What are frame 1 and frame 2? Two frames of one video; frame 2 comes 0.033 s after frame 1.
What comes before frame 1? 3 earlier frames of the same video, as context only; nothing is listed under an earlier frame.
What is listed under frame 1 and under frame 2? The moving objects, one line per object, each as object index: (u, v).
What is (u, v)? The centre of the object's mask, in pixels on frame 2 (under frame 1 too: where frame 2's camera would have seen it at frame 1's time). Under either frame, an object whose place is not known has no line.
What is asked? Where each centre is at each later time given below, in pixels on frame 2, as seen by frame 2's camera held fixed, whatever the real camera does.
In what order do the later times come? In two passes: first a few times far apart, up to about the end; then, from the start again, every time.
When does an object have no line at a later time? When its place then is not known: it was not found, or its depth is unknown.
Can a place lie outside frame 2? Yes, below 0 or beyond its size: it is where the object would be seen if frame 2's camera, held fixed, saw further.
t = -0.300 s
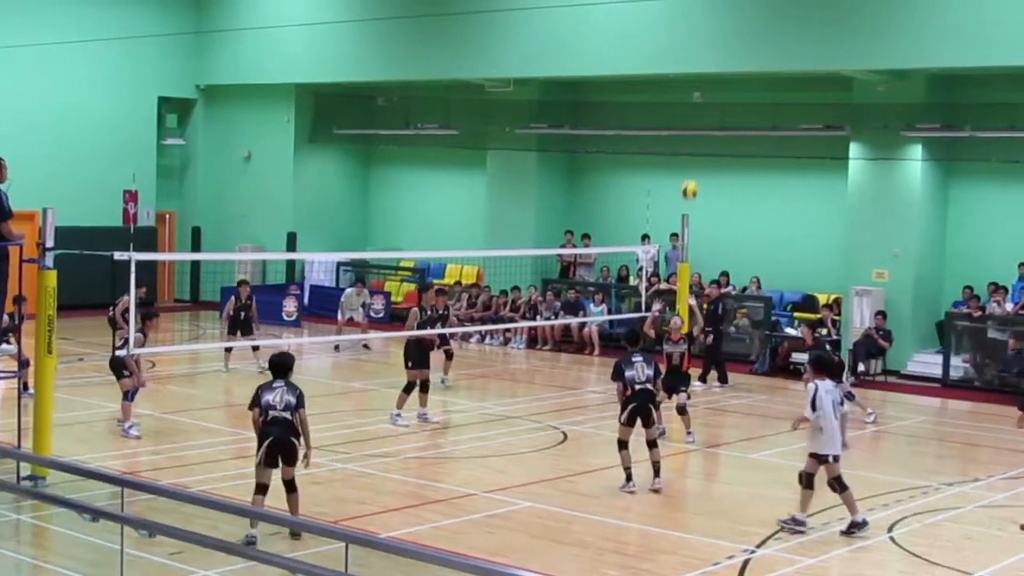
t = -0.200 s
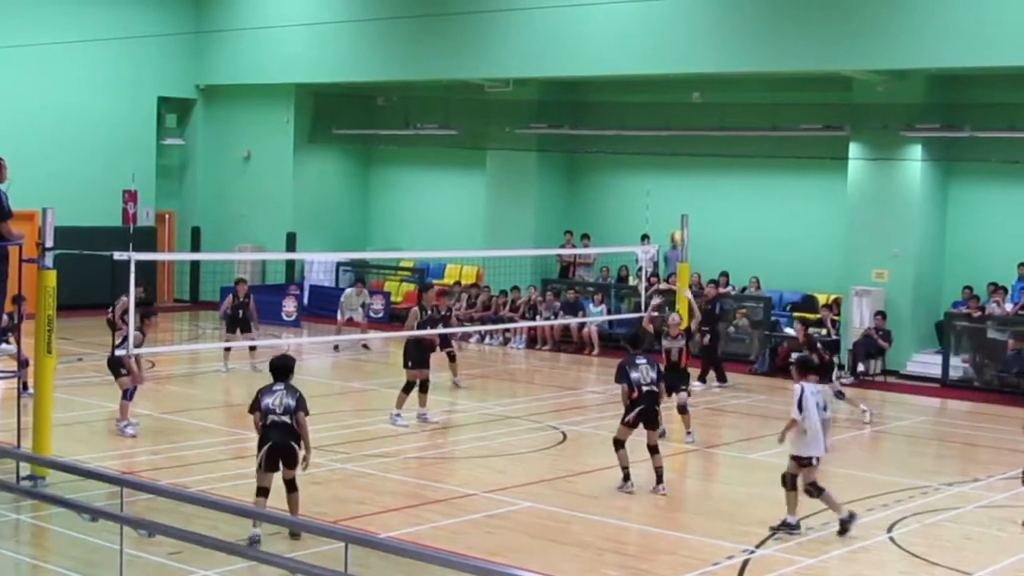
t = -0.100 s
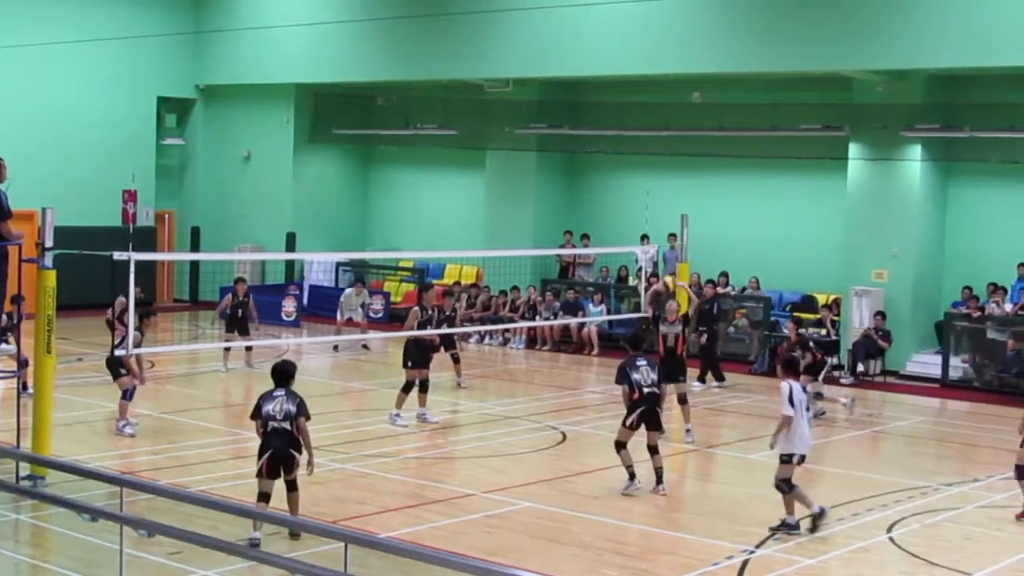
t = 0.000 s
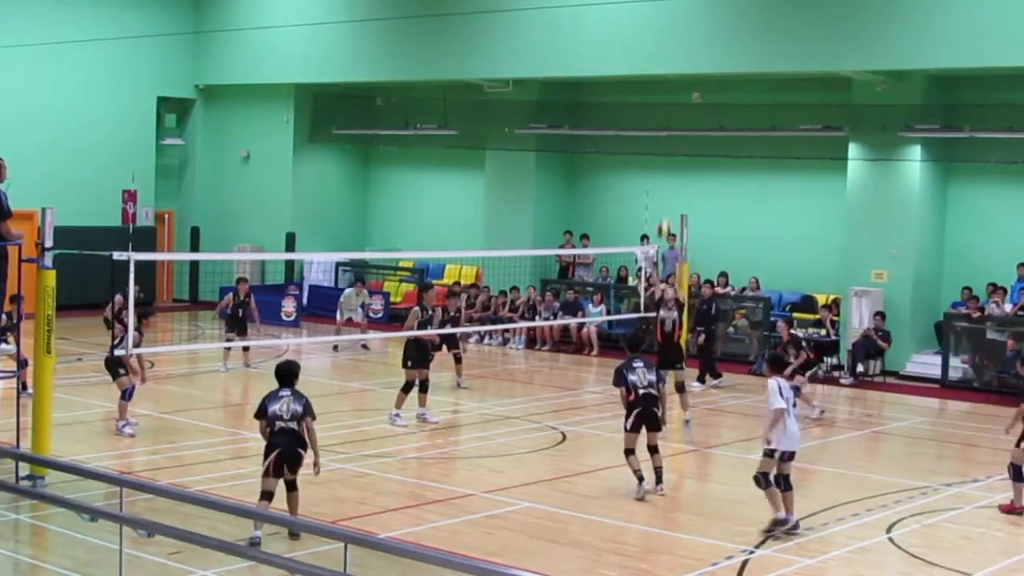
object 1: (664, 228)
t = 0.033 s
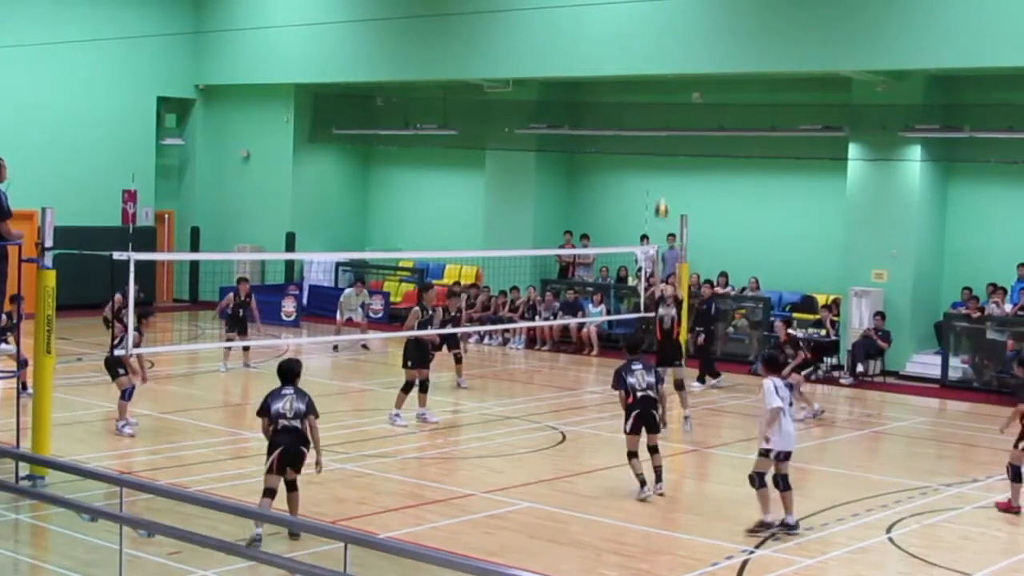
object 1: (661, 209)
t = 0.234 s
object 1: (650, 109)
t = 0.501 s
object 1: (631, 30)
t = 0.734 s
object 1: (614, 9)
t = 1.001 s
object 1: (592, 36)
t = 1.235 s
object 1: (572, 106)
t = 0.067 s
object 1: (659, 190)
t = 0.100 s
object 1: (658, 171)
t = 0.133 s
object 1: (657, 154)
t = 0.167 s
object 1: (655, 138)
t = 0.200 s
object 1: (652, 122)
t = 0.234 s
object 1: (650, 109)
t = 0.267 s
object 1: (648, 95)
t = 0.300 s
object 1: (646, 84)
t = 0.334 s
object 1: (644, 73)
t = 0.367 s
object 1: (641, 62)
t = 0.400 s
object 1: (638, 53)
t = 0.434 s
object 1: (636, 44)
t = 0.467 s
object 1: (634, 37)
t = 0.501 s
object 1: (631, 30)
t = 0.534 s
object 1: (628, 24)
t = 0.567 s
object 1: (626, 20)
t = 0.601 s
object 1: (623, 15)
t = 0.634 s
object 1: (621, 12)
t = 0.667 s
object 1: (619, 10)
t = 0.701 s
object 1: (616, 9)
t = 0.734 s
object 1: (614, 9)
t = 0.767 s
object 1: (611, 9)
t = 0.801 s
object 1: (608, 10)
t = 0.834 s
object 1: (606, 12)
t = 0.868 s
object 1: (603, 15)
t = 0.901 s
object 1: (600, 19)
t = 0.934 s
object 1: (598, 24)
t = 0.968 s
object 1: (595, 30)
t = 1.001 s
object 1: (592, 36)
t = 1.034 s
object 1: (589, 43)
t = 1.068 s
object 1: (586, 51)
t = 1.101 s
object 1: (584, 60)
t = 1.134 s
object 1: (581, 71)
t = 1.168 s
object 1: (577, 83)
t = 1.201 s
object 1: (575, 93)
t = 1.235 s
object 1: (572, 106)
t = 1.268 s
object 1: (569, 118)
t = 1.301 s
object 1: (566, 131)
